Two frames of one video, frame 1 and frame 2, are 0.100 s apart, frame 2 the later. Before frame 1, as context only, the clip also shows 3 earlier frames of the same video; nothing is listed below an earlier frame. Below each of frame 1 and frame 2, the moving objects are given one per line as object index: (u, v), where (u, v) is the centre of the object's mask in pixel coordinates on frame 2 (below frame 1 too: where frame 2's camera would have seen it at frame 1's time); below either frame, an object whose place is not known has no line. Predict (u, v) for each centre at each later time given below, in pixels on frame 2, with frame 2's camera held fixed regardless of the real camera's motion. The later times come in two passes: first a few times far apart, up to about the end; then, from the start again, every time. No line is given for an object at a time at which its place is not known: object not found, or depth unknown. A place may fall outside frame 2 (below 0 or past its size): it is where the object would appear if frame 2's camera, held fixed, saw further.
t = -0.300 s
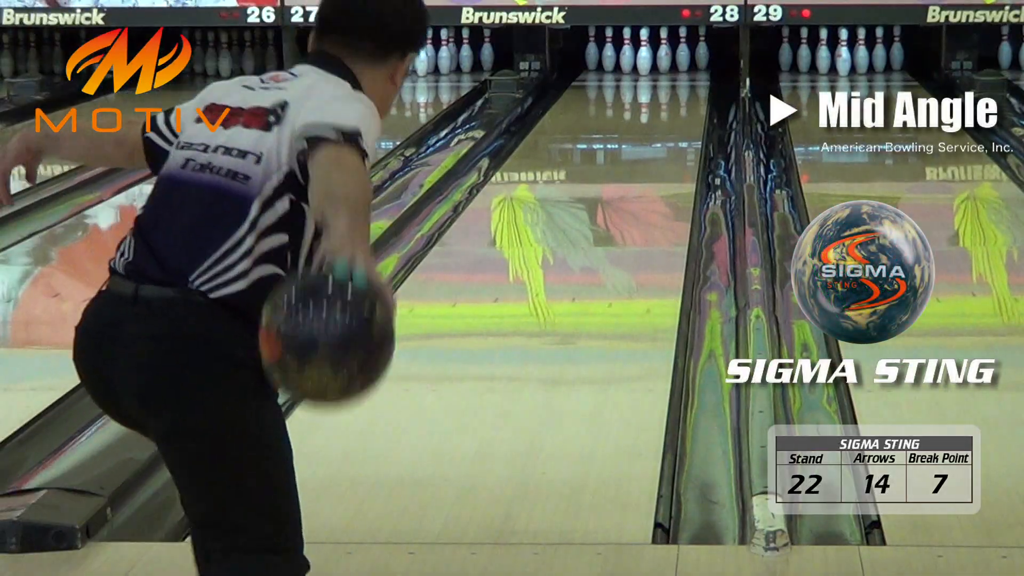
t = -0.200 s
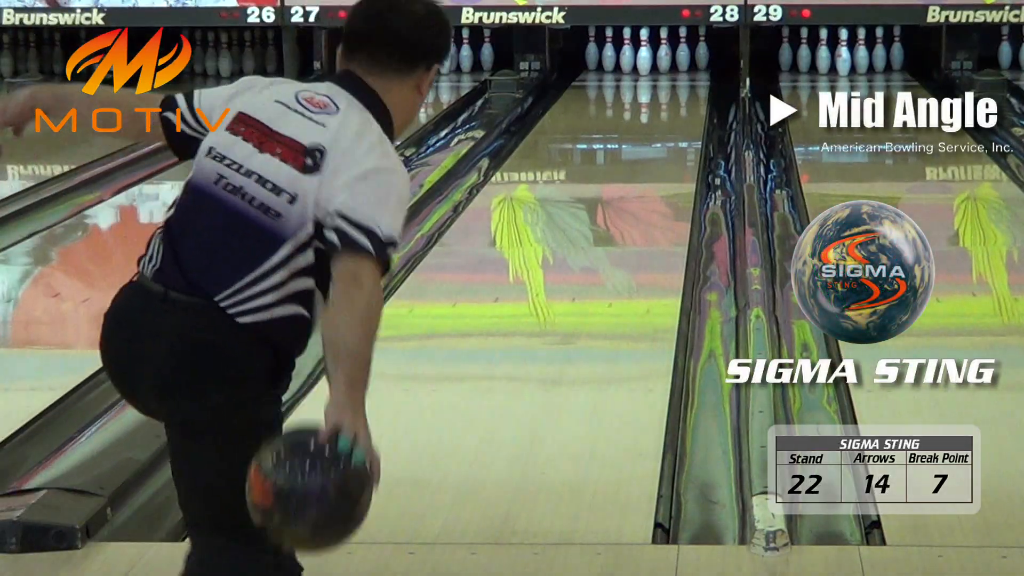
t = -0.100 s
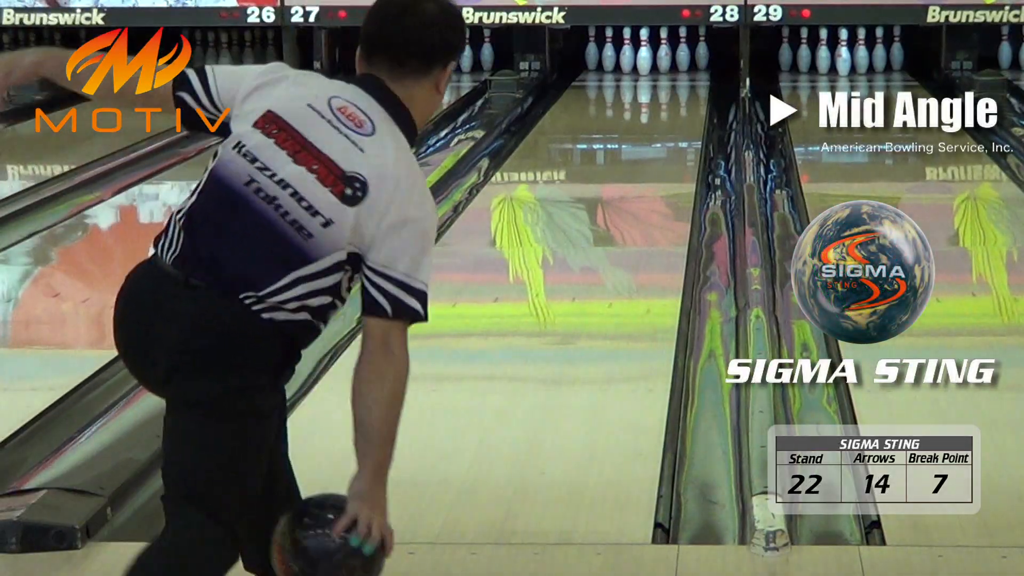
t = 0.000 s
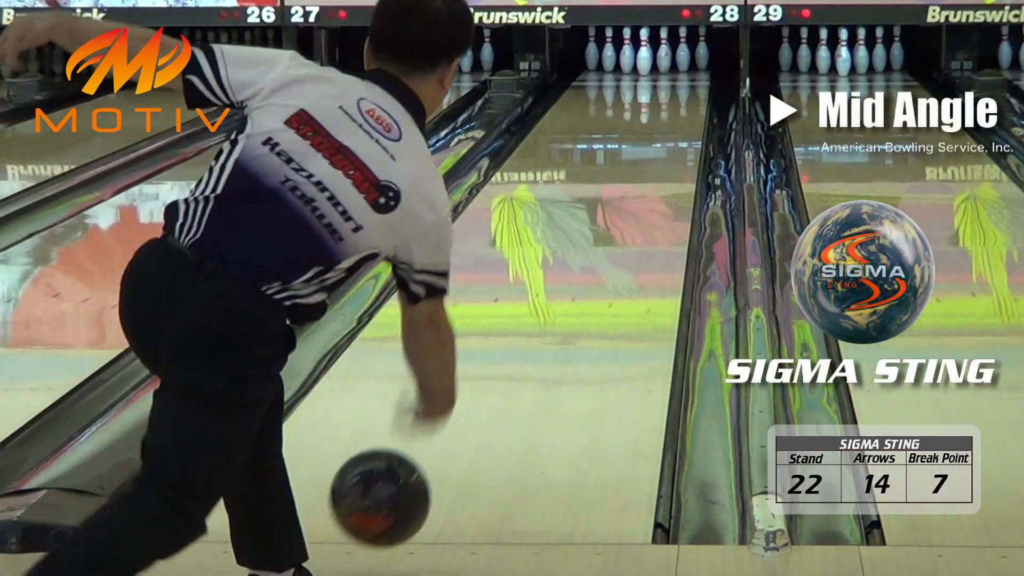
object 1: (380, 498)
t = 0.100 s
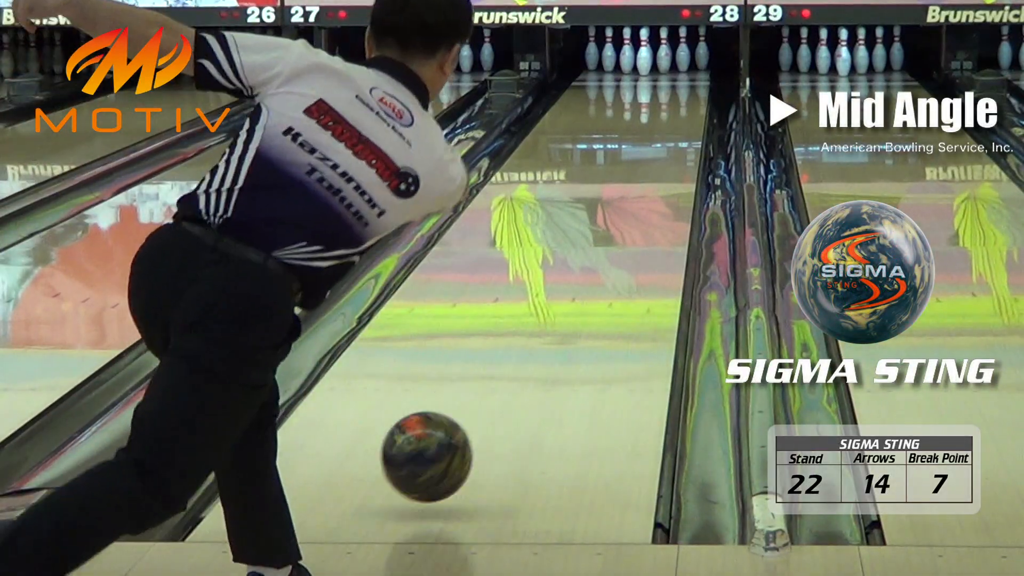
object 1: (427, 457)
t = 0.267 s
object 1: (487, 391)
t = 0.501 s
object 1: (545, 311)
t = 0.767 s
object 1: (591, 247)
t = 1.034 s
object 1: (624, 200)
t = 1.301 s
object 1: (648, 164)
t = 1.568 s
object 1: (664, 136)
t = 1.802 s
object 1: (674, 117)
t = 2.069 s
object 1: (678, 97)
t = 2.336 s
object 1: (674, 83)
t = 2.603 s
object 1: (663, 70)
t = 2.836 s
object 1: (656, 62)
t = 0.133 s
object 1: (440, 453)
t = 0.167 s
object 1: (453, 435)
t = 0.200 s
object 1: (465, 420)
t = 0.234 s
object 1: (476, 406)
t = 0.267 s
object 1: (487, 391)
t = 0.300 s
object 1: (496, 378)
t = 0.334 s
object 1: (506, 365)
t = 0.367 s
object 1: (514, 353)
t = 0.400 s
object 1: (522, 342)
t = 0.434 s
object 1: (530, 331)
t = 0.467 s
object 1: (538, 321)
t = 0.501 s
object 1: (545, 311)
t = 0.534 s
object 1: (552, 302)
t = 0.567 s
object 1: (558, 293)
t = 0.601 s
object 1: (564, 284)
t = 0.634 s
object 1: (570, 276)
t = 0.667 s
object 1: (576, 269)
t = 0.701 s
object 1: (581, 261)
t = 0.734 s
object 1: (586, 254)
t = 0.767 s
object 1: (591, 247)
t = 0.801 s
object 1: (596, 241)
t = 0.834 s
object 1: (601, 234)
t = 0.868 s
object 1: (605, 228)
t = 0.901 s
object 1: (609, 222)
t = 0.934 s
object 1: (613, 216)
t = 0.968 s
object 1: (617, 211)
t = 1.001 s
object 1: (621, 205)
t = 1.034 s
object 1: (624, 200)
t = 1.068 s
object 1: (627, 195)
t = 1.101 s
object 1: (631, 190)
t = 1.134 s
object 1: (634, 186)
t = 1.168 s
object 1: (637, 181)
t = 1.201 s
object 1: (640, 176)
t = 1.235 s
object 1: (643, 172)
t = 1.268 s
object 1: (645, 168)
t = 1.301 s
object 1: (648, 164)
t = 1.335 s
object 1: (650, 160)
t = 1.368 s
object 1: (652, 157)
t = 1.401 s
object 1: (655, 153)
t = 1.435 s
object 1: (657, 150)
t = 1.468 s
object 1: (659, 146)
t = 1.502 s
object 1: (661, 143)
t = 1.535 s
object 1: (663, 139)
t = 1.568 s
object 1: (664, 136)
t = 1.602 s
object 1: (666, 133)
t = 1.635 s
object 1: (668, 130)
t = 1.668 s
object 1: (669, 128)
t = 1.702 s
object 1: (671, 124)
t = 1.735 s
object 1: (672, 121)
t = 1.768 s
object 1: (674, 119)
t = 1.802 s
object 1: (674, 117)
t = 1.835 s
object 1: (675, 114)
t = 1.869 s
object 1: (676, 111)
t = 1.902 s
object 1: (677, 109)
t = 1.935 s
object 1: (677, 106)
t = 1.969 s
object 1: (678, 104)
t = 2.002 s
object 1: (678, 102)
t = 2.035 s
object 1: (678, 100)
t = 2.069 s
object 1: (678, 97)
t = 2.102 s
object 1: (678, 95)
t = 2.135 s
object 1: (678, 94)
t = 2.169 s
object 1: (677, 92)
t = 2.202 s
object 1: (677, 89)
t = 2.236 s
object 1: (676, 88)
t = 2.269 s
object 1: (676, 86)
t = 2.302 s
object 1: (675, 85)
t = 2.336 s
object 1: (674, 83)
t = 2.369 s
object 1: (673, 82)
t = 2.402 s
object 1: (672, 80)
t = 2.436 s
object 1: (671, 78)
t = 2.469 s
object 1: (669, 77)
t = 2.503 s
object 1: (668, 75)
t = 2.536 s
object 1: (666, 74)
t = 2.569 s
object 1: (664, 72)
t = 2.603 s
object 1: (663, 70)
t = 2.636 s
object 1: (661, 69)
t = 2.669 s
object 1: (660, 68)
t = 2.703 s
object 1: (658, 67)
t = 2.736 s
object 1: (657, 66)
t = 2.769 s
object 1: (655, 64)
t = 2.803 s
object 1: (655, 63)
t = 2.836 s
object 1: (656, 62)
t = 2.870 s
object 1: (655, 62)
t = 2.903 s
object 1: (655, 61)
